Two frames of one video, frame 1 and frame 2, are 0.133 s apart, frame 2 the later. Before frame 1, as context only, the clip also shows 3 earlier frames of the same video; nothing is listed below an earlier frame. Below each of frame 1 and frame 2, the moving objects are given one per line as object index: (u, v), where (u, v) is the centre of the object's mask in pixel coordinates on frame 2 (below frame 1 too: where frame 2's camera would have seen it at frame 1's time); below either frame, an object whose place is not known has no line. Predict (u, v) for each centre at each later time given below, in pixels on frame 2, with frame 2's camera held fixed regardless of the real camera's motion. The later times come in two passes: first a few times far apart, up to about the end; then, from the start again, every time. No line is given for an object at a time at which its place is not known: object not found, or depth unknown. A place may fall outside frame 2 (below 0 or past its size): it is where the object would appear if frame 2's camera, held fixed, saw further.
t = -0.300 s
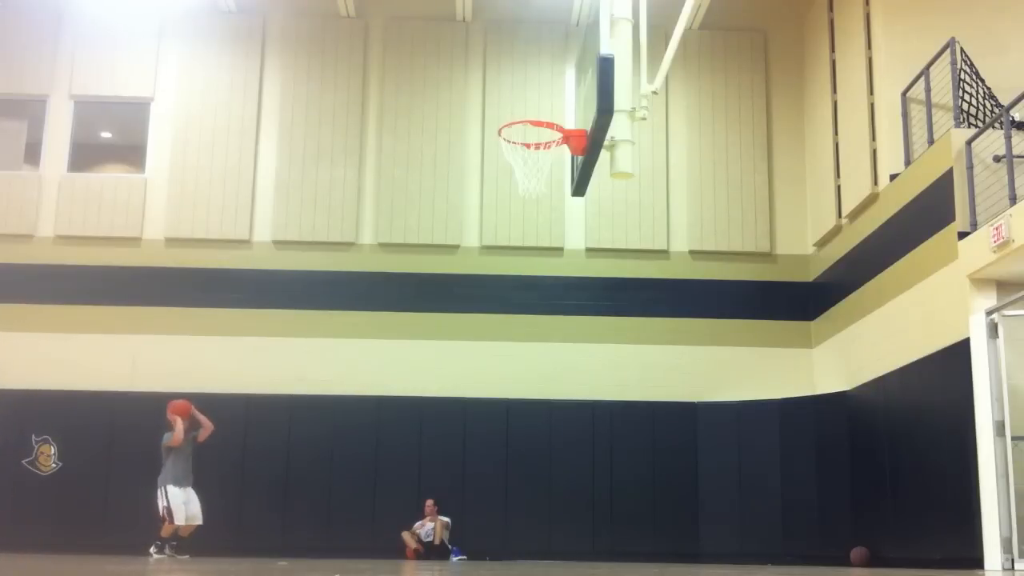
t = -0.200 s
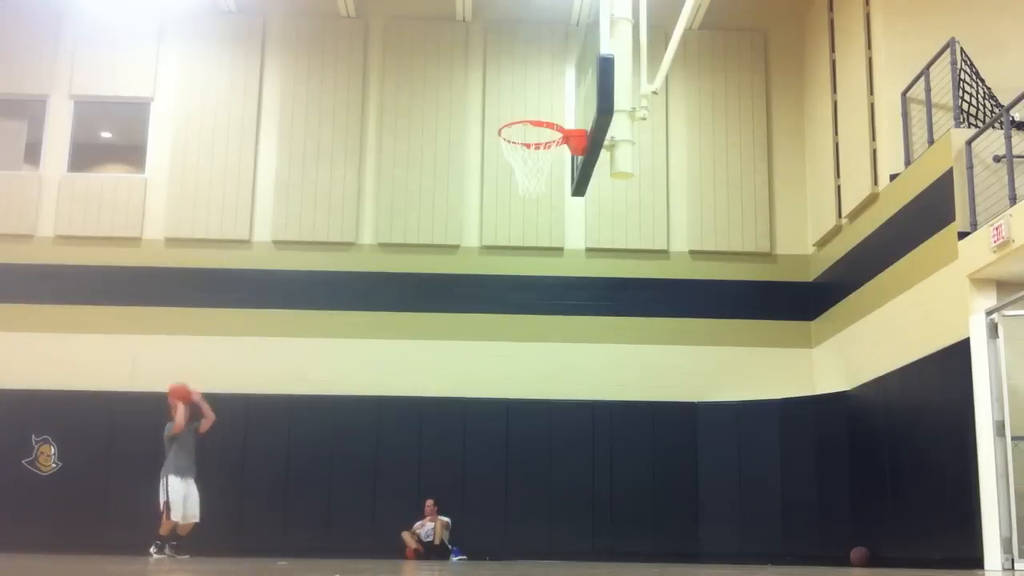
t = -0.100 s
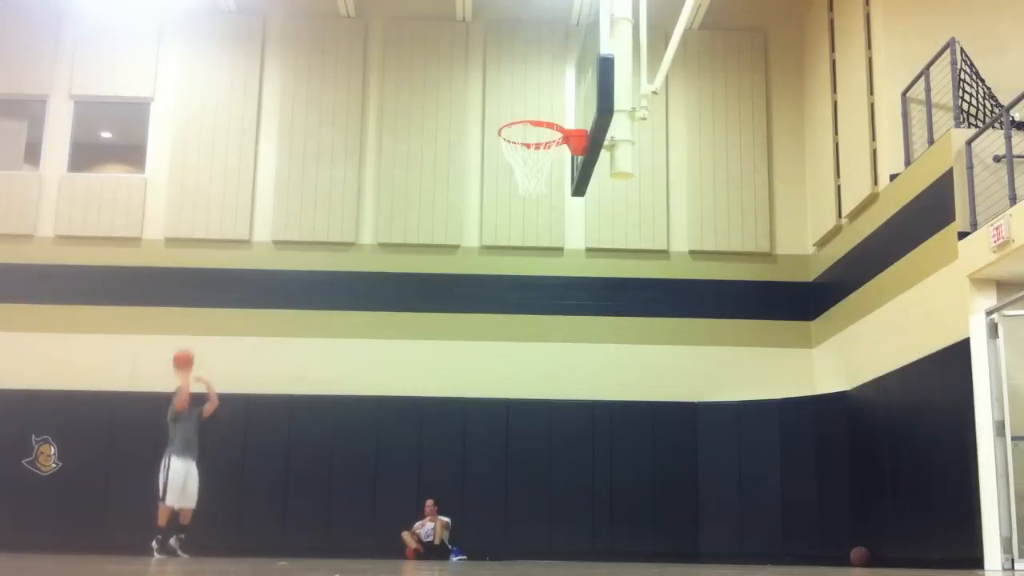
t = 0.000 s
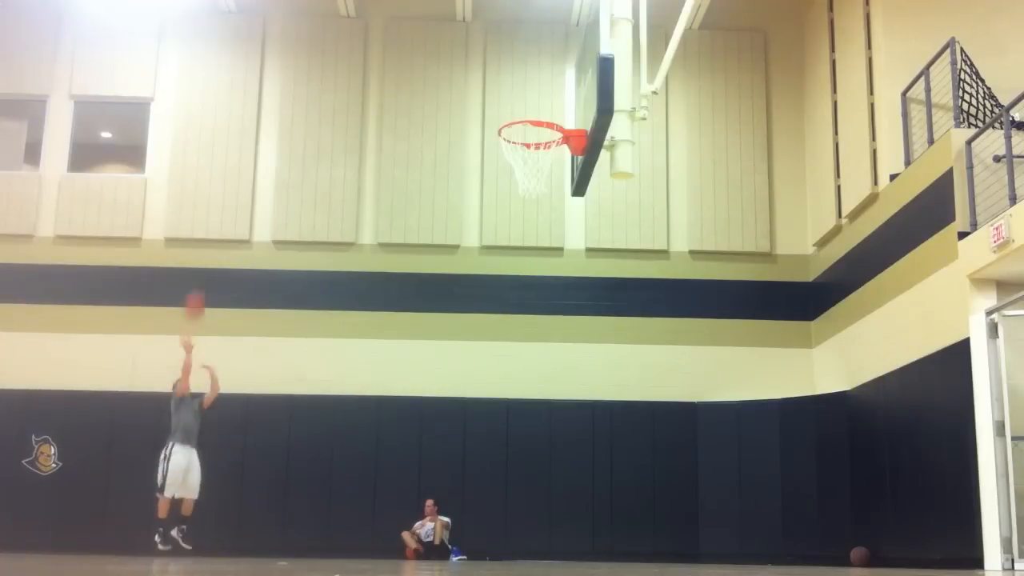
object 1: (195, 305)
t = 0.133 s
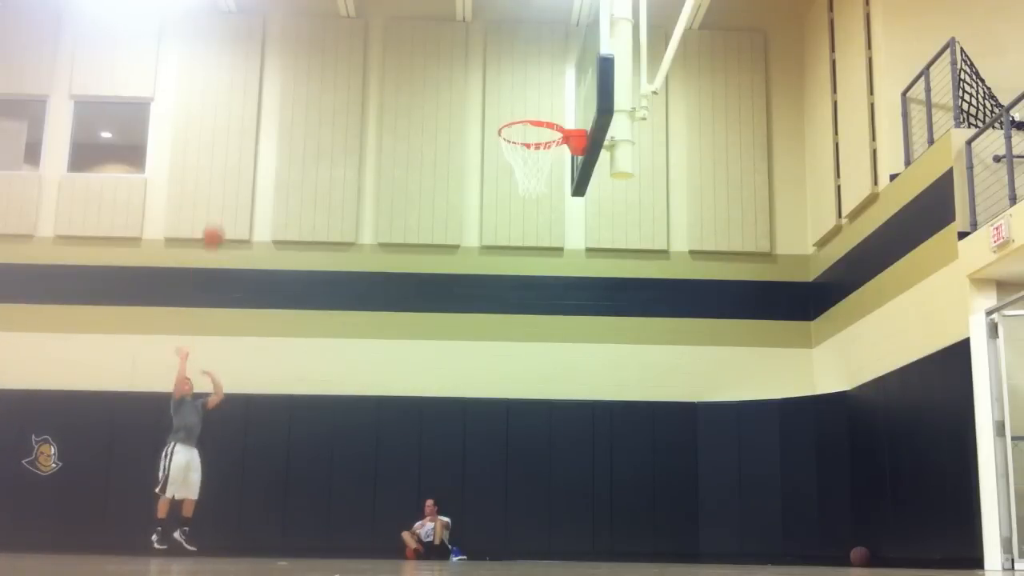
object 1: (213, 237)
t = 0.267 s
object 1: (229, 180)
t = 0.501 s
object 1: (257, 113)
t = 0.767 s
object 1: (287, 89)
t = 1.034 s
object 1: (316, 133)
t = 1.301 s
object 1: (346, 268)
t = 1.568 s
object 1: (377, 533)
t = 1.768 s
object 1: (390, 406)
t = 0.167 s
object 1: (216, 221)
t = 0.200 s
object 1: (220, 208)
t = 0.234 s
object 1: (225, 193)
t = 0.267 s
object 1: (229, 180)
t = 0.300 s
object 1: (233, 167)
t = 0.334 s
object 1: (237, 157)
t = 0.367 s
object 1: (242, 146)
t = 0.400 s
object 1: (245, 137)
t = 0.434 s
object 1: (249, 128)
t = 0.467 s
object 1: (253, 120)
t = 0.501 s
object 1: (257, 113)
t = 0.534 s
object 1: (261, 106)
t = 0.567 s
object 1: (264, 101)
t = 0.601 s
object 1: (268, 96)
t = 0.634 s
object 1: (271, 93)
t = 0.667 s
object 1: (275, 90)
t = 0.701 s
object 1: (279, 89)
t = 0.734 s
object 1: (283, 89)
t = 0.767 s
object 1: (287, 89)
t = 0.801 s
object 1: (290, 90)
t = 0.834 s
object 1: (294, 93)
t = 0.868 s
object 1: (297, 96)
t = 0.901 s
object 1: (301, 102)
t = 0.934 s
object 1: (305, 107)
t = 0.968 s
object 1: (308, 115)
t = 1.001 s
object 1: (312, 123)
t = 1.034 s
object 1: (316, 133)
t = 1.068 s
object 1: (320, 145)
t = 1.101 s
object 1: (323, 157)
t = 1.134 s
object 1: (327, 171)
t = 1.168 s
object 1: (331, 187)
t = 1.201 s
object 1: (335, 204)
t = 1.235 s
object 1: (338, 223)
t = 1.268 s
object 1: (344, 244)
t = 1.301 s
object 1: (346, 268)
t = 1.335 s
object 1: (350, 291)
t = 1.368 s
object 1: (354, 317)
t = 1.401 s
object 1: (358, 349)
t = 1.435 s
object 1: (362, 384)
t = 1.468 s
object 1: (366, 419)
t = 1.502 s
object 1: (370, 454)
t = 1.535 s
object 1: (373, 494)
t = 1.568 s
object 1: (377, 533)
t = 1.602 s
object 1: (380, 527)
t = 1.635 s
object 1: (381, 500)
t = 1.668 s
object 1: (384, 473)
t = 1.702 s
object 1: (386, 448)
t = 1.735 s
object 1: (388, 425)
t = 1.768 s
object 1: (390, 406)
